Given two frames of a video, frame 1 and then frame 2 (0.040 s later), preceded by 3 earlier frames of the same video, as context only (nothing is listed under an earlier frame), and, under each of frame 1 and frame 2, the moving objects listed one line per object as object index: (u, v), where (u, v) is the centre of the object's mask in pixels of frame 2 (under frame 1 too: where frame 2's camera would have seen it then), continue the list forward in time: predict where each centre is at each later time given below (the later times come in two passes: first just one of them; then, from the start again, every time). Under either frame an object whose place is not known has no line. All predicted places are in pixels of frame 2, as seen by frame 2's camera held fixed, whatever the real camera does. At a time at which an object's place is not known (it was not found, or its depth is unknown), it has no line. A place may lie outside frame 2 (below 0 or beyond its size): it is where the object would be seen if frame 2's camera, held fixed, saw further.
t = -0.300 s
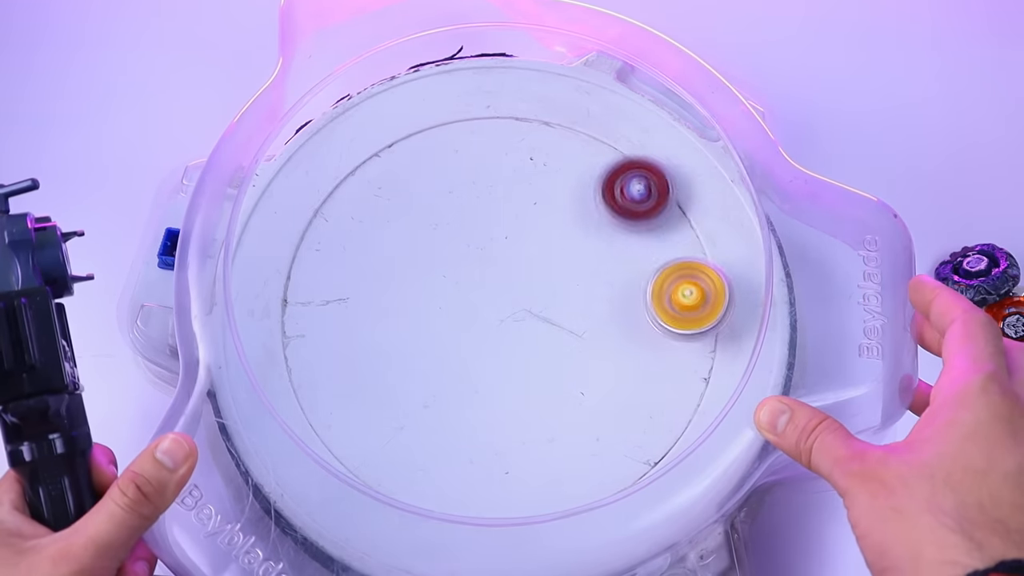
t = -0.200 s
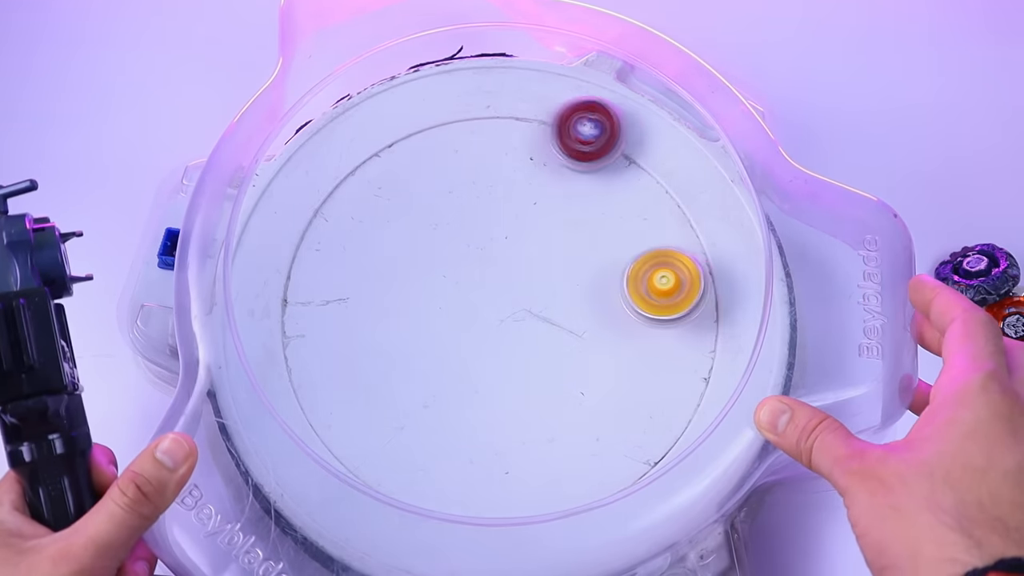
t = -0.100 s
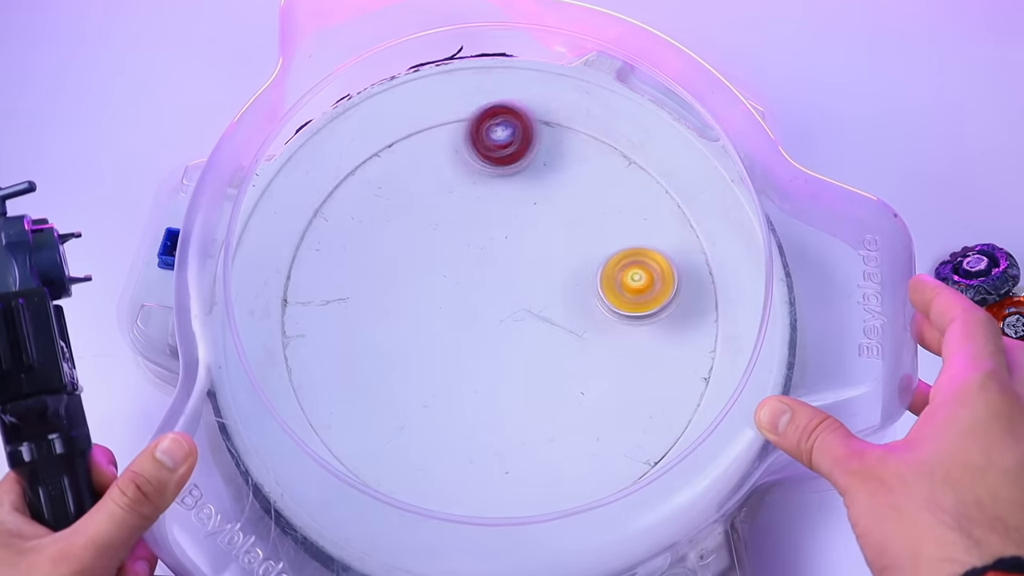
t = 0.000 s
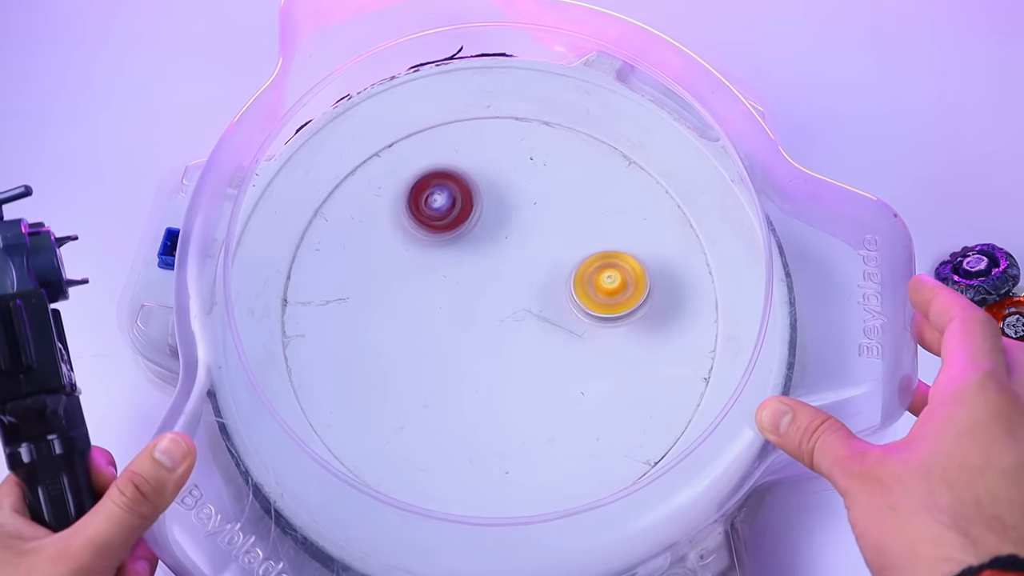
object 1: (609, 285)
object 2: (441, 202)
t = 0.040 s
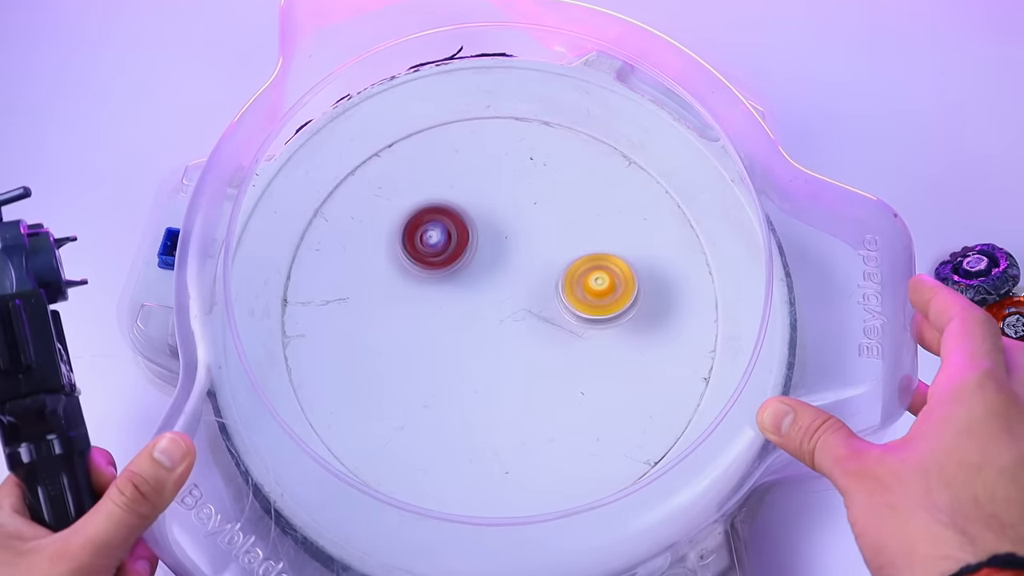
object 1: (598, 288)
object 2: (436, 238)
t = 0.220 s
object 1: (552, 307)
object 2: (522, 377)
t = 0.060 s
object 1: (593, 291)
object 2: (437, 256)
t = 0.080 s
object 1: (587, 291)
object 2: (441, 273)
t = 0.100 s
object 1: (582, 292)
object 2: (447, 289)
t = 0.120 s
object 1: (576, 294)
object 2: (455, 306)
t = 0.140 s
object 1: (570, 298)
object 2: (465, 323)
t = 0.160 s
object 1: (565, 301)
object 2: (477, 339)
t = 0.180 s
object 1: (559, 303)
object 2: (490, 353)
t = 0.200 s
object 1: (555, 305)
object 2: (505, 366)
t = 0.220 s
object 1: (552, 307)
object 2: (522, 377)
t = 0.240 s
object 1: (548, 308)
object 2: (541, 383)
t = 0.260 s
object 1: (545, 310)
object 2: (561, 388)
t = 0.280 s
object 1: (541, 310)
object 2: (581, 390)
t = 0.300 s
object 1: (539, 311)
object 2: (602, 391)
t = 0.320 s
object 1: (536, 313)
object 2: (622, 388)
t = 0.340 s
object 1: (534, 316)
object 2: (641, 383)
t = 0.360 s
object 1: (531, 317)
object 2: (659, 375)
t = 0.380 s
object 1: (528, 318)
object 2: (675, 365)
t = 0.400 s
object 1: (526, 319)
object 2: (690, 353)
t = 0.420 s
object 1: (523, 321)
